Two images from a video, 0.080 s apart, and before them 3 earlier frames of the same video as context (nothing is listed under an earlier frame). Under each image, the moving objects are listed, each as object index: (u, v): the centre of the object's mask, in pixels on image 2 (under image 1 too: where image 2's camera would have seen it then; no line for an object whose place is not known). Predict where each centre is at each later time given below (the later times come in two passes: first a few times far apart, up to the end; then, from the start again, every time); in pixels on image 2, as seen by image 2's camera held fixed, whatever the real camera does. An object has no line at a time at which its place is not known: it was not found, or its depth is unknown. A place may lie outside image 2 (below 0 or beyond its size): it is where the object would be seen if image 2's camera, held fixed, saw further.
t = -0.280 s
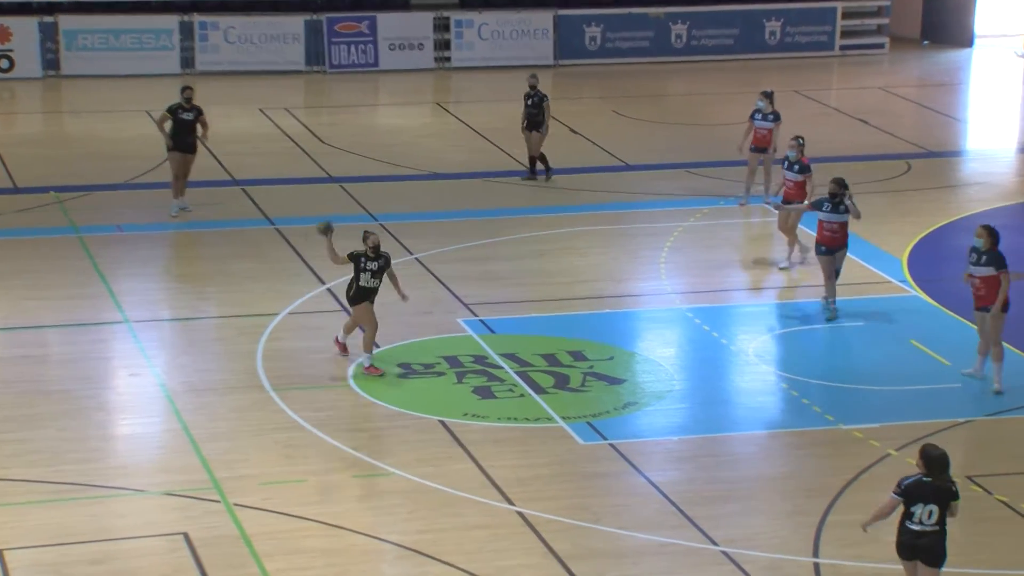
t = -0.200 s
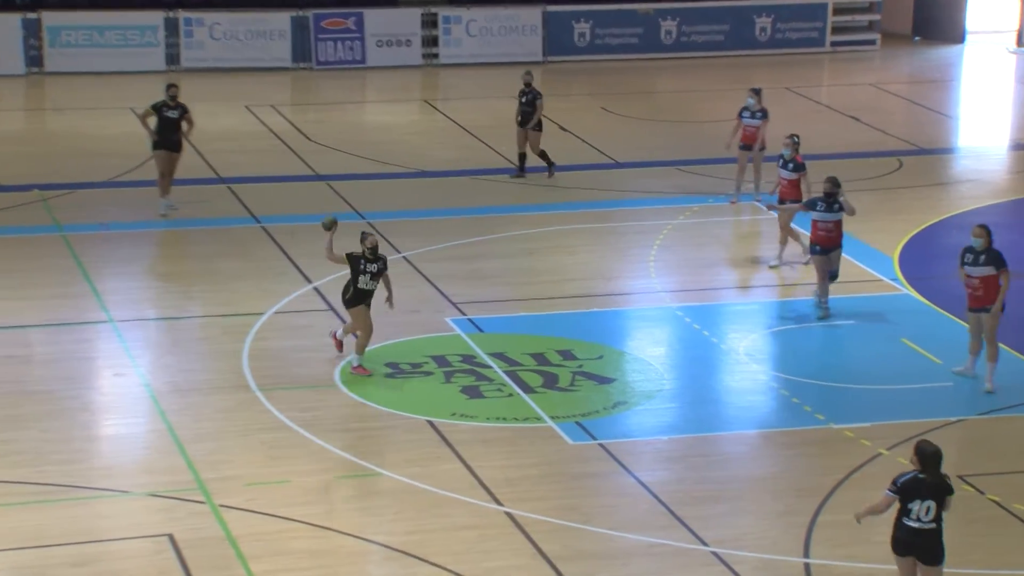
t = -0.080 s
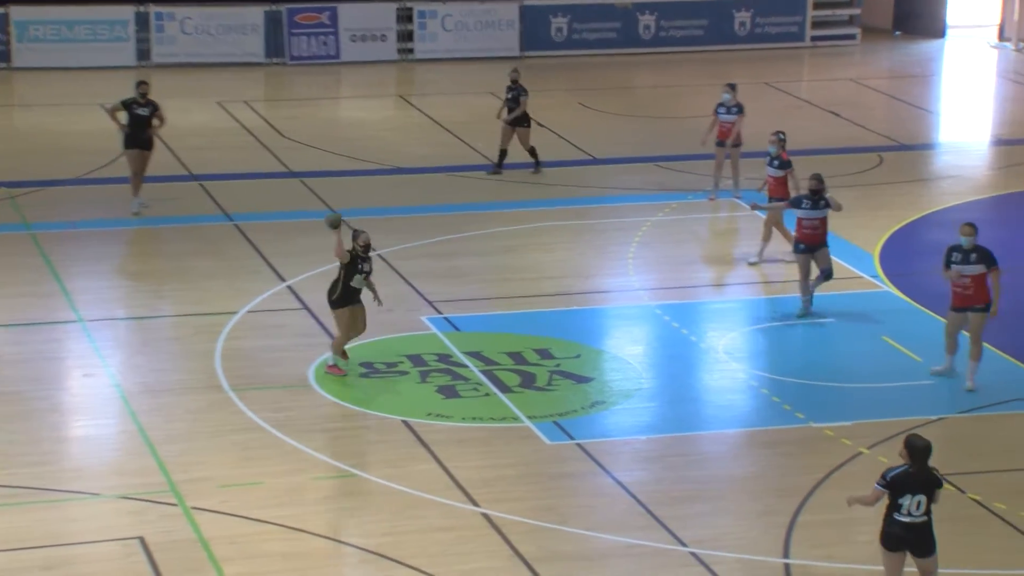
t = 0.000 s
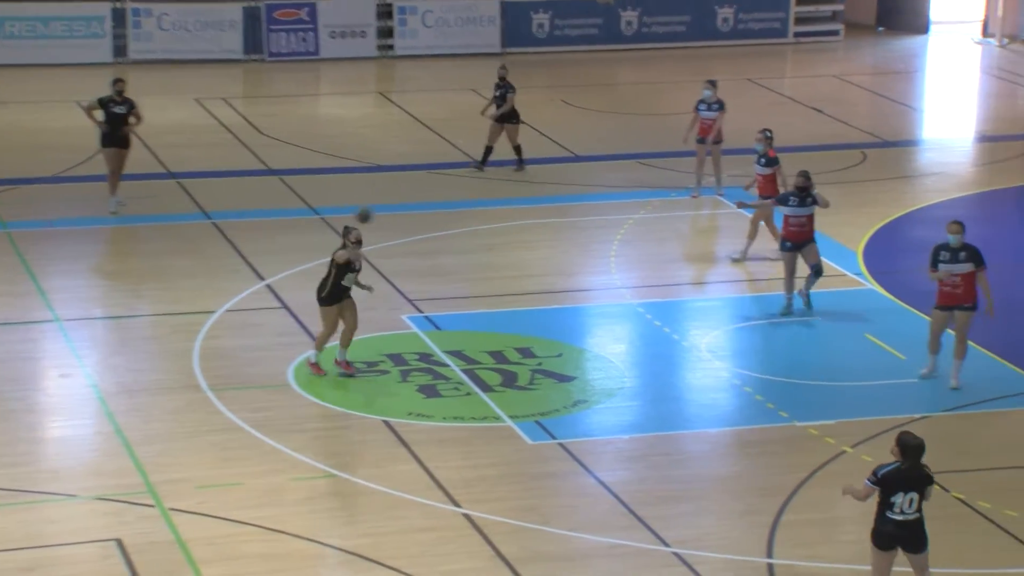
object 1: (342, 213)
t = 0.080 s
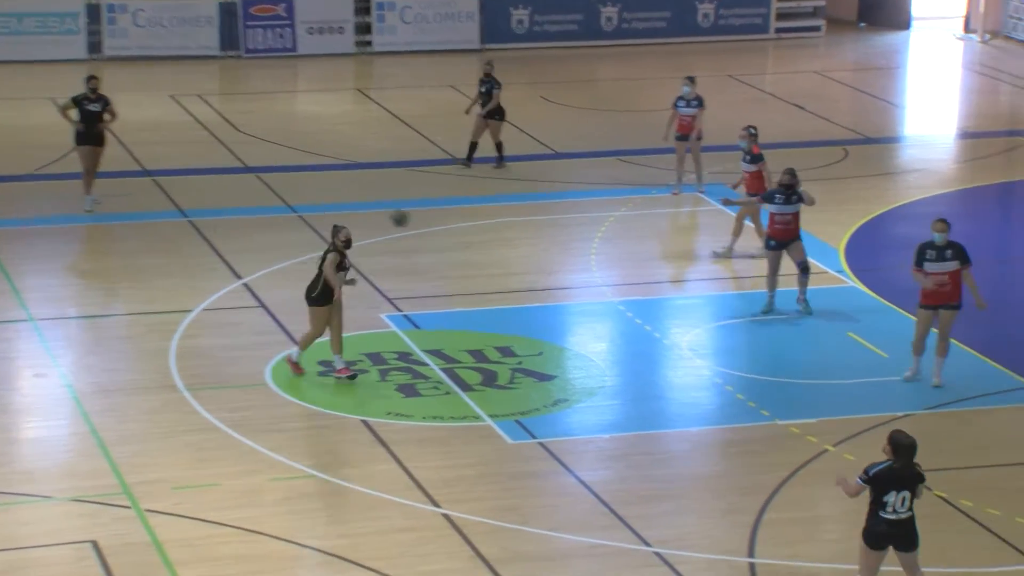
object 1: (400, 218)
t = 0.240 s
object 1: (521, 245)
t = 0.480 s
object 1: (722, 337)
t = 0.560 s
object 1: (796, 386)
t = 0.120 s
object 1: (430, 222)
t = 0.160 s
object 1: (459, 228)
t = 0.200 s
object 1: (488, 235)
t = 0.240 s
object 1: (521, 245)
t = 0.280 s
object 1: (552, 255)
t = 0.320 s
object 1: (584, 268)
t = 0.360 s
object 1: (618, 283)
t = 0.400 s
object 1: (652, 299)
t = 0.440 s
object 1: (686, 316)
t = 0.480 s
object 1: (722, 337)
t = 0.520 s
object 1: (759, 360)
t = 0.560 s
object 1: (796, 386)
